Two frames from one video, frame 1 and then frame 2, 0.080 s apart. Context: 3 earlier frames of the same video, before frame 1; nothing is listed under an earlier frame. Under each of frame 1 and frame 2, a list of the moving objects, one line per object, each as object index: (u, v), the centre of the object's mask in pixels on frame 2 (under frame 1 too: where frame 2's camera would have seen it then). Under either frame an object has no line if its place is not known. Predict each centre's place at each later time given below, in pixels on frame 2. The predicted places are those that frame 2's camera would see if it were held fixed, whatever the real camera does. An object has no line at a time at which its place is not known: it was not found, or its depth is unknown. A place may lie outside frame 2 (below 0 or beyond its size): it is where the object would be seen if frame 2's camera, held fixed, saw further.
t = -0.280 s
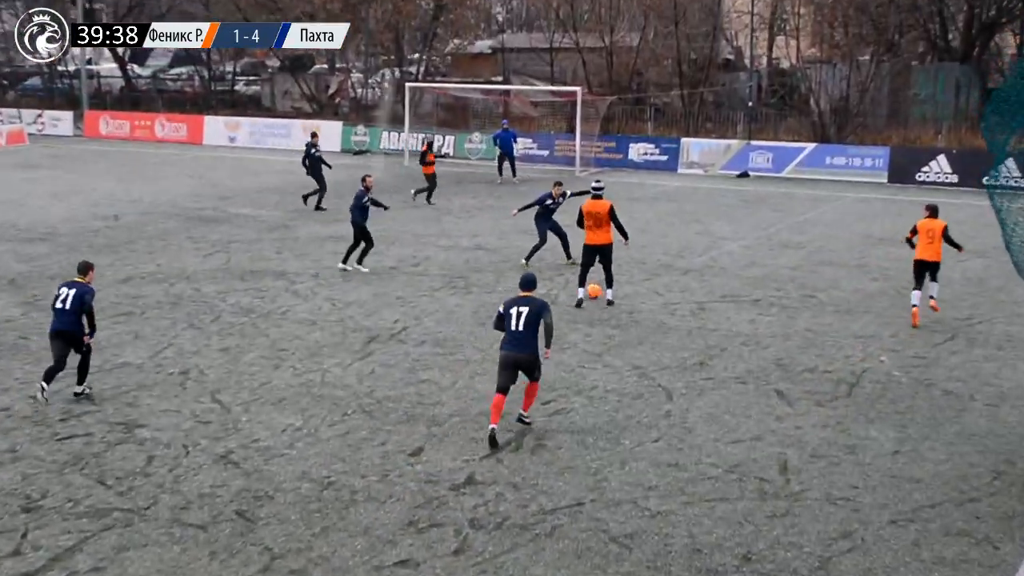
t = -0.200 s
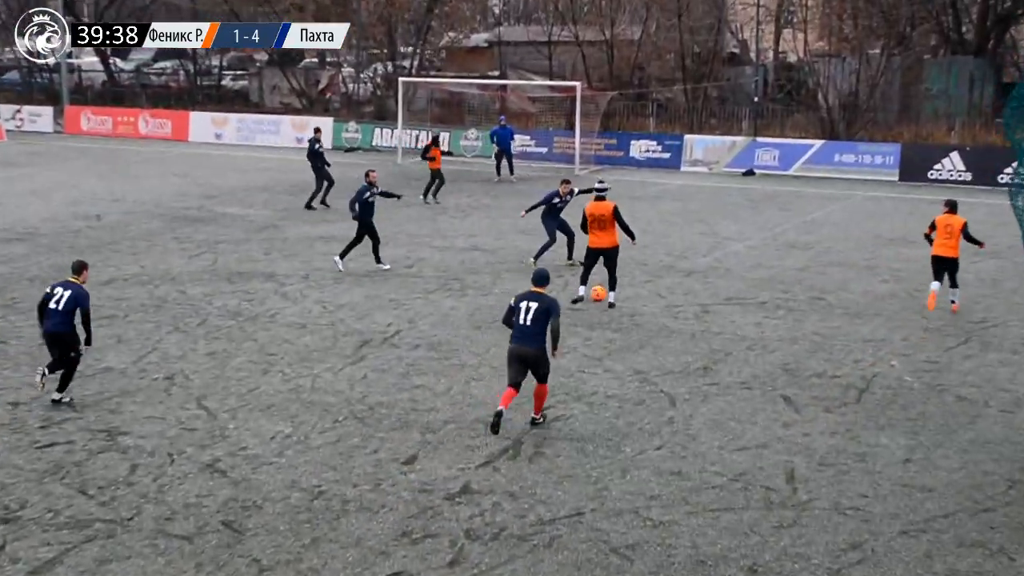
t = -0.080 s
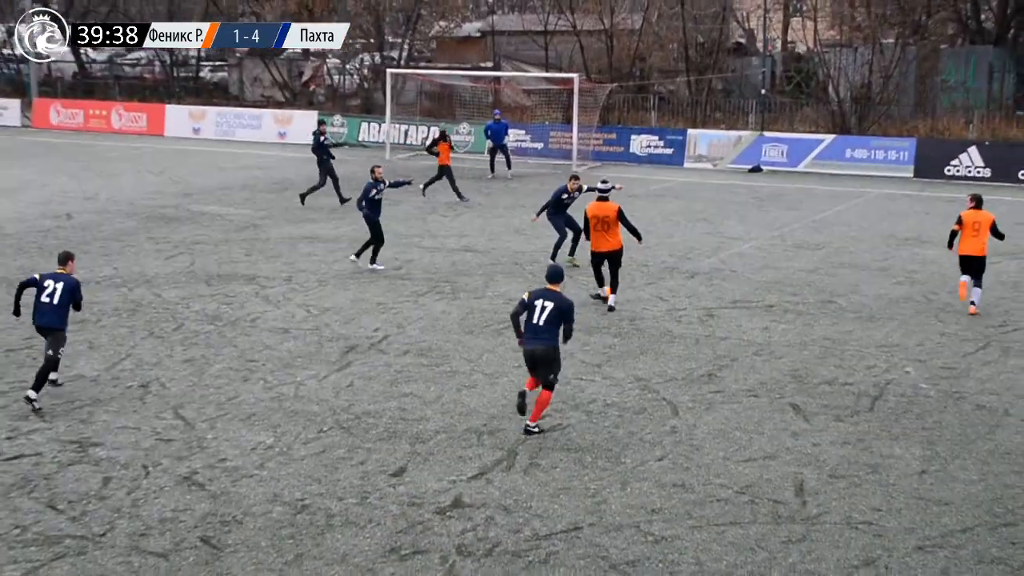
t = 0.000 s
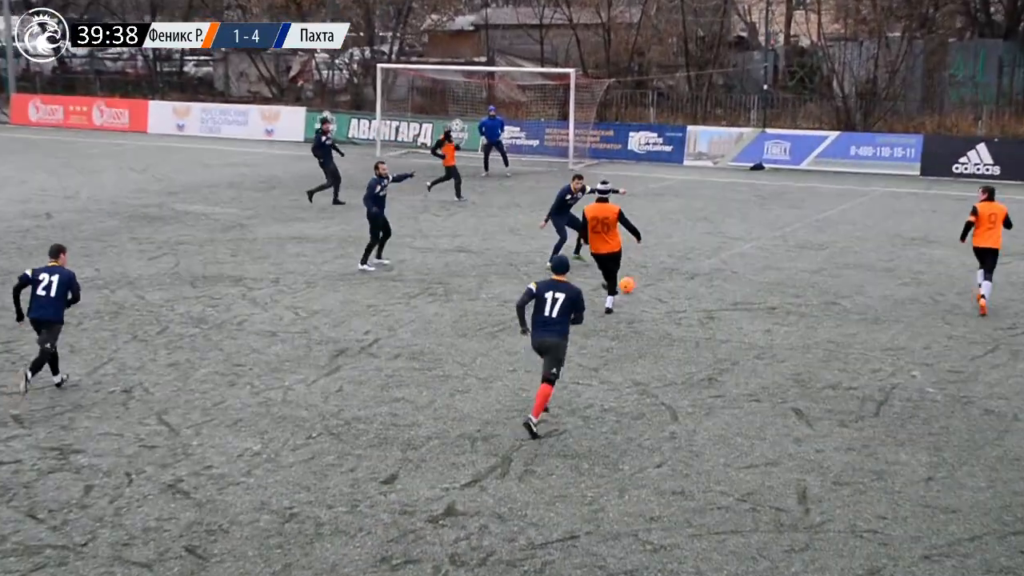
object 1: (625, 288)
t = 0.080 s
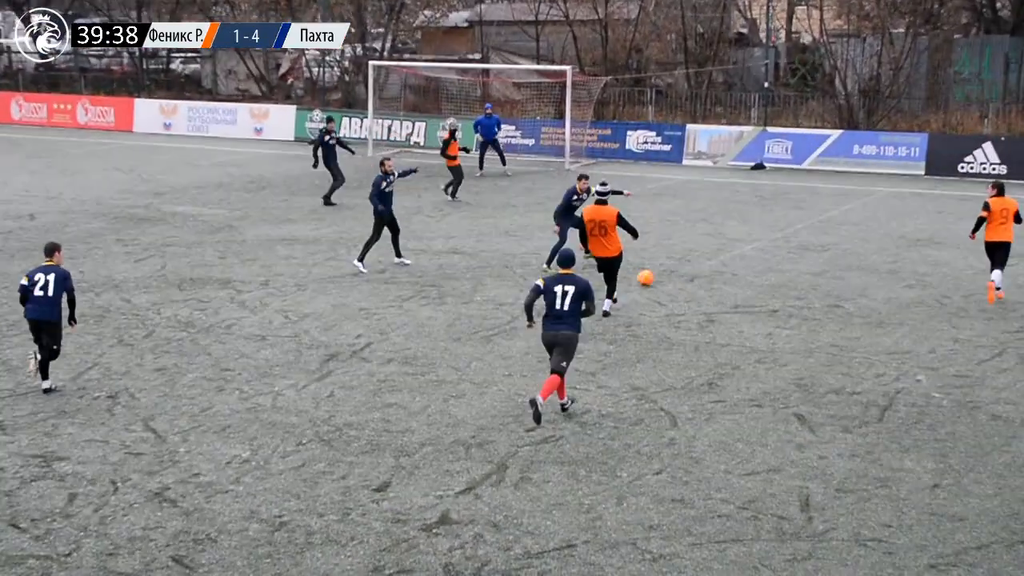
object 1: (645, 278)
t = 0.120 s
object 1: (655, 275)
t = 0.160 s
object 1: (663, 272)
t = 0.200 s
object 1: (671, 270)
